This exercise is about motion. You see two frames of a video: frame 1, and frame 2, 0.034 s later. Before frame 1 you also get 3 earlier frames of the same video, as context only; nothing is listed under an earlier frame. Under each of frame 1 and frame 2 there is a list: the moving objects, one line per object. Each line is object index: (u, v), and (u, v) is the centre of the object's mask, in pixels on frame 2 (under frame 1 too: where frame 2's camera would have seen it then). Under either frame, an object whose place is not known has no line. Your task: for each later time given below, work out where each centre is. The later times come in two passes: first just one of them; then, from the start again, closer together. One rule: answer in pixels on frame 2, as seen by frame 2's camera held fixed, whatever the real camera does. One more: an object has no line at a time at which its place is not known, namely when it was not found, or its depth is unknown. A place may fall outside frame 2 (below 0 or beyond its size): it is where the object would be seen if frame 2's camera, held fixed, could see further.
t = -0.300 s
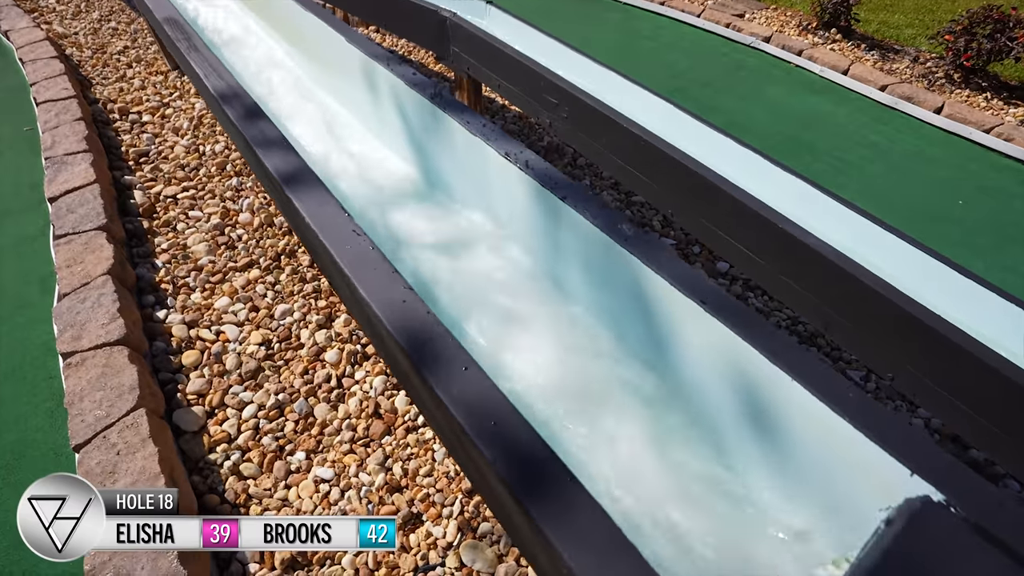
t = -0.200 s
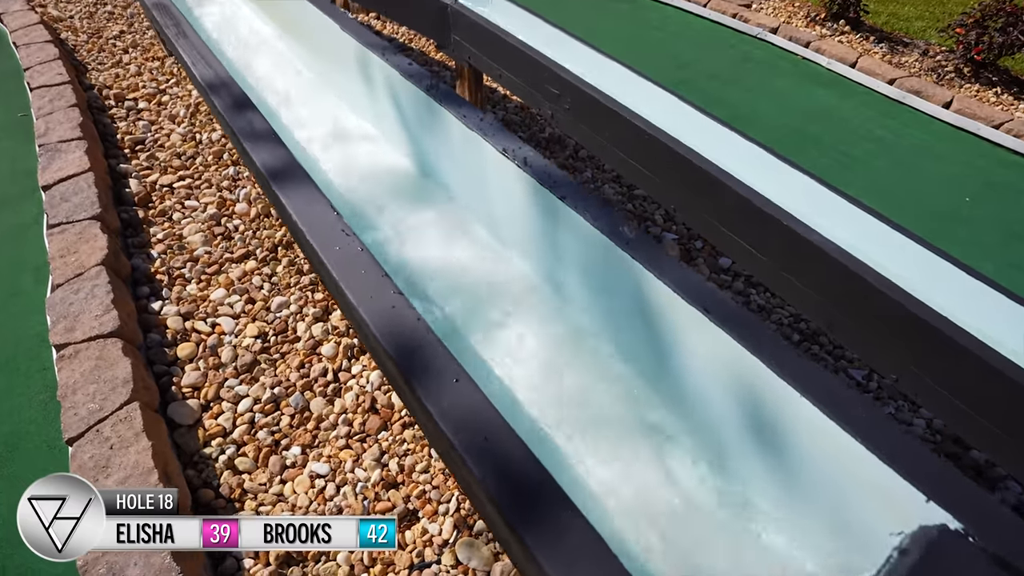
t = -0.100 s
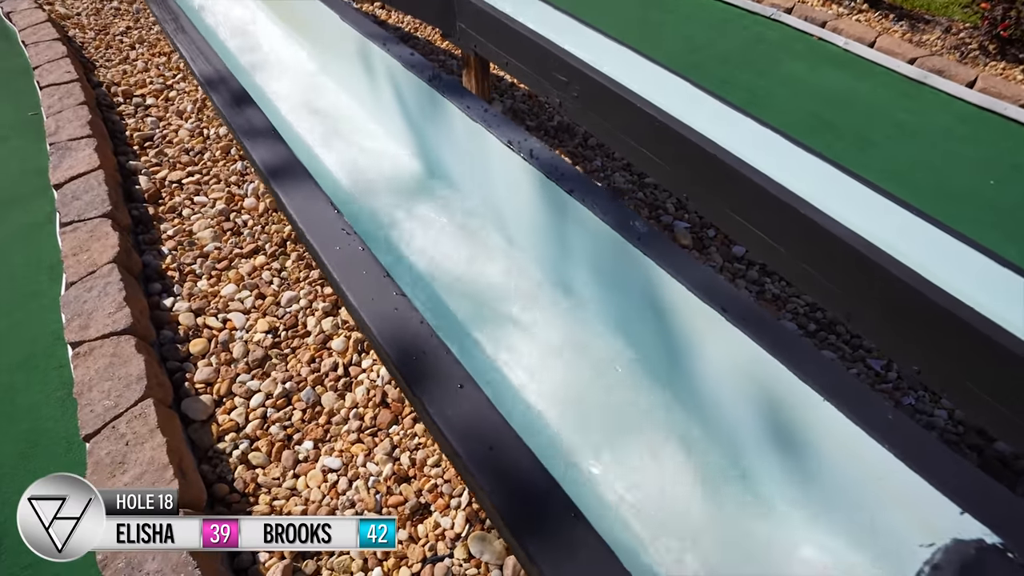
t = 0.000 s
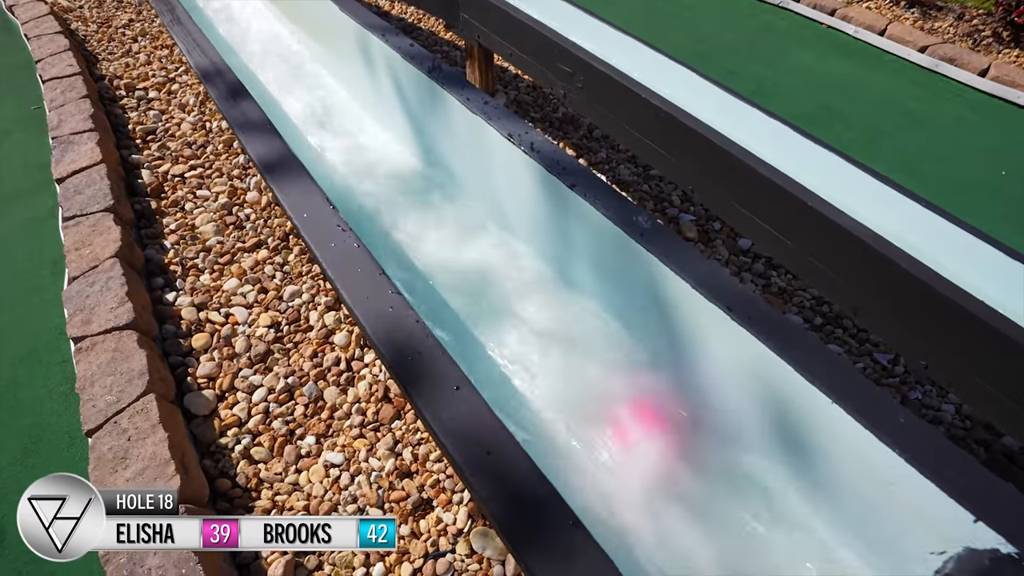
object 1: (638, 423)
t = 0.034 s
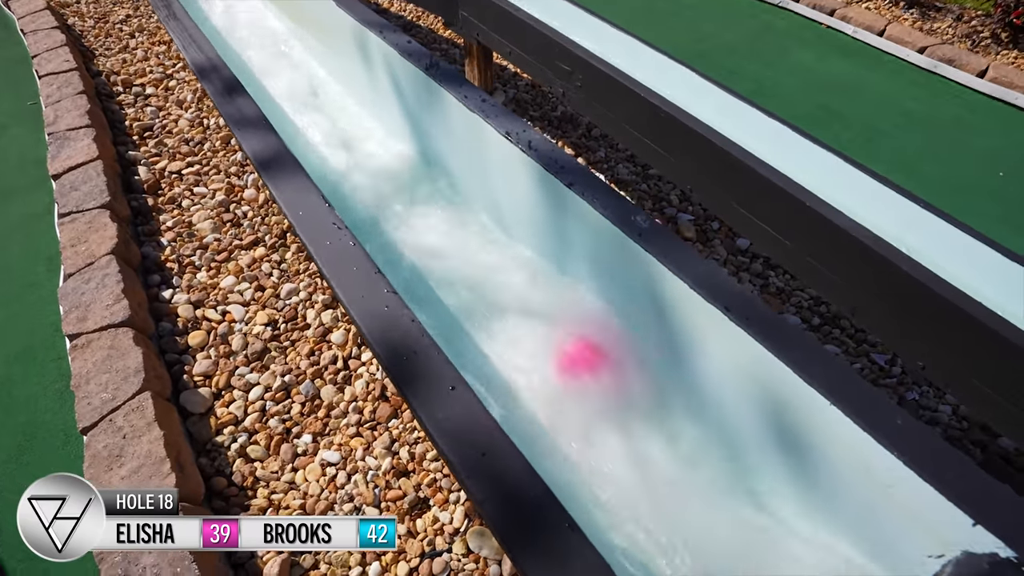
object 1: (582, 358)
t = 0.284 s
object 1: (331, 99)
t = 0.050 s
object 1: (555, 329)
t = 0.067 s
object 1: (529, 304)
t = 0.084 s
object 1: (507, 282)
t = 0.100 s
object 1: (486, 265)
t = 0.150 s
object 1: (433, 190)
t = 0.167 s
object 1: (419, 178)
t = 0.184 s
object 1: (406, 165)
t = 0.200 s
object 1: (391, 153)
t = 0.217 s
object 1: (379, 141)
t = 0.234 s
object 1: (366, 130)
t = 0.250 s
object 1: (353, 119)
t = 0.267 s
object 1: (341, 109)
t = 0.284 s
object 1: (331, 99)
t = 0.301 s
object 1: (322, 90)
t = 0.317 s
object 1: (314, 81)
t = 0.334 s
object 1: (306, 74)
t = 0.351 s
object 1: (300, 67)
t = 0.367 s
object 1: (294, 60)
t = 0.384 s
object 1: (291, 54)
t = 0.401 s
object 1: (286, 49)
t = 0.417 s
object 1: (282, 44)
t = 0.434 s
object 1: (276, 41)
